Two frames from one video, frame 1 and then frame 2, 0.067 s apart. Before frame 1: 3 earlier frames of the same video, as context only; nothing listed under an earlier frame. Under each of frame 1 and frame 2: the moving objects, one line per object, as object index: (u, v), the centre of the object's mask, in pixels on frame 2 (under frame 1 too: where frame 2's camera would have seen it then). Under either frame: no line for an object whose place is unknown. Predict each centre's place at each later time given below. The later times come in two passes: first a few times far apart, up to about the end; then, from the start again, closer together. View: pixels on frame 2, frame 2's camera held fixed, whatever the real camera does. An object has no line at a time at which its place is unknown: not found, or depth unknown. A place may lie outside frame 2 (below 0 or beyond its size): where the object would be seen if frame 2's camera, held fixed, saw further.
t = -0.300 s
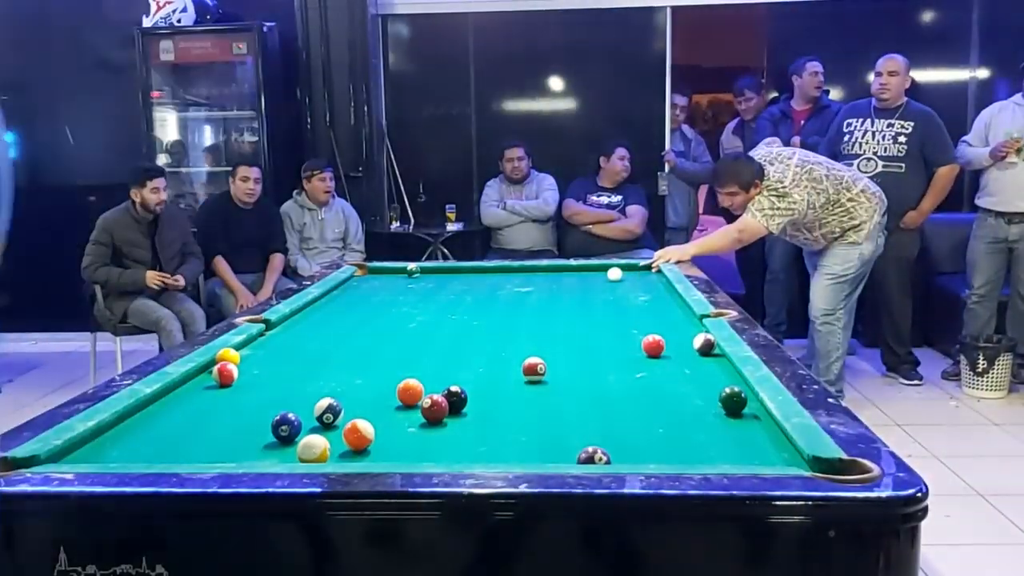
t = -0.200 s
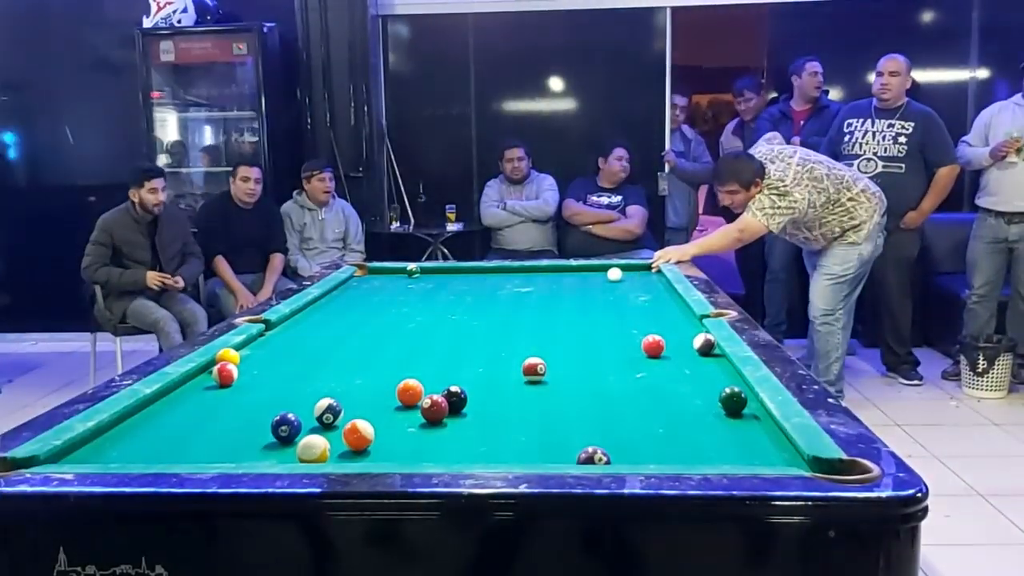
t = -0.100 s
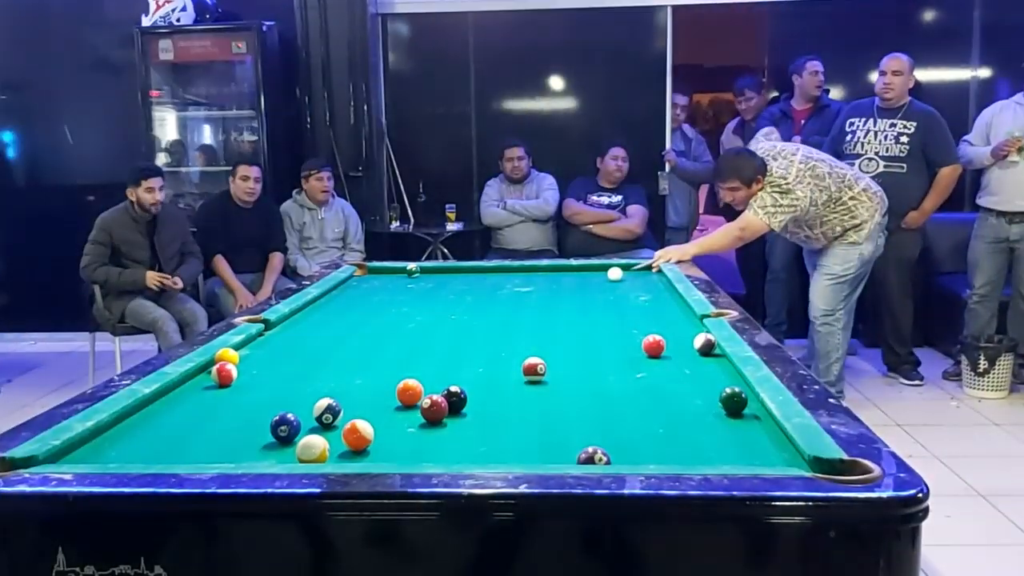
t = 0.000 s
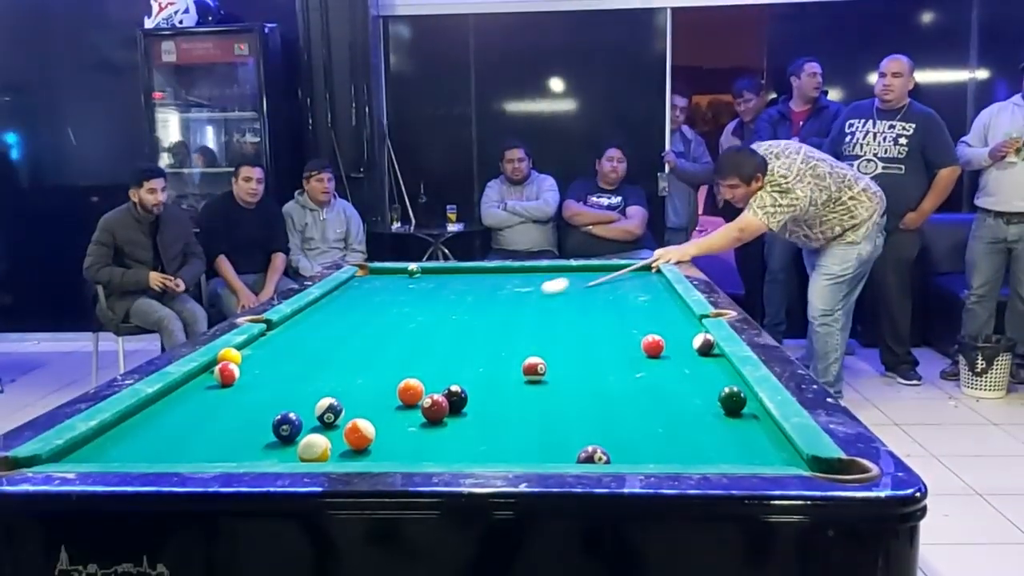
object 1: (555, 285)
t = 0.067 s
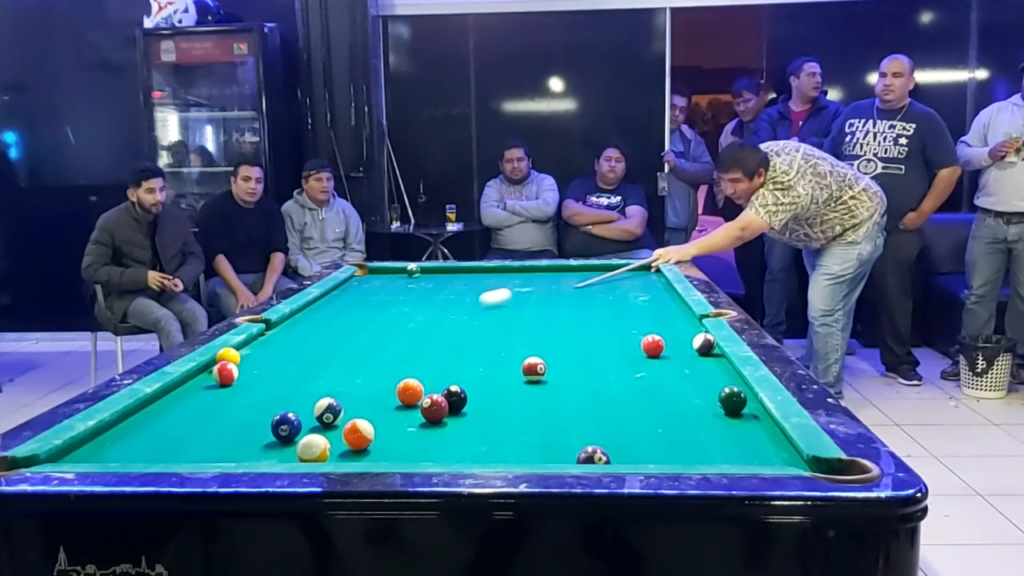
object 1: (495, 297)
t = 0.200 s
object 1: (353, 326)
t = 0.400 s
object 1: (298, 343)
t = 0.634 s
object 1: (419, 328)
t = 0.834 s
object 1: (507, 315)
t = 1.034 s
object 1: (584, 305)
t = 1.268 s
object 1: (663, 294)
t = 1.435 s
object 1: (637, 290)
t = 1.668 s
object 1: (592, 286)
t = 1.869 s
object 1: (557, 282)
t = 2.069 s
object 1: (526, 280)
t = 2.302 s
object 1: (493, 277)
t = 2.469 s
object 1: (471, 274)
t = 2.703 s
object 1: (443, 272)
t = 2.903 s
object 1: (426, 270)
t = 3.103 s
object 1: (421, 270)
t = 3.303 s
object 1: (415, 271)
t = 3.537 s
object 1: (408, 273)
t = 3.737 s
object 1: (405, 274)
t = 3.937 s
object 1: (401, 275)
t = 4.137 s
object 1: (398, 276)
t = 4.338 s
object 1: (397, 276)
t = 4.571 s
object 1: (395, 277)
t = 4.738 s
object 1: (394, 277)
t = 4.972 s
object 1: (395, 277)
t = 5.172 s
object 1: (394, 277)
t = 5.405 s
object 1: (394, 277)
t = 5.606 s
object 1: (394, 277)
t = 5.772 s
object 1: (395, 276)
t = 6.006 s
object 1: (394, 277)
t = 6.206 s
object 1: (395, 277)
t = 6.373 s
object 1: (394, 277)
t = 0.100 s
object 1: (463, 304)
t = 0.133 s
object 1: (429, 310)
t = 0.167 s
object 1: (392, 320)
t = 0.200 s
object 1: (353, 326)
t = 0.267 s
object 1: (265, 346)
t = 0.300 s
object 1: (238, 350)
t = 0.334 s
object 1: (257, 347)
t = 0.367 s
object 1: (279, 346)
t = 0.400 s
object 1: (298, 343)
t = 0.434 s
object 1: (317, 341)
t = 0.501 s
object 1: (352, 337)
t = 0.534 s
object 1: (370, 335)
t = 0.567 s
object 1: (387, 332)
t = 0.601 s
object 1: (403, 330)
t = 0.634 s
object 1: (419, 328)
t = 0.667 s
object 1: (435, 325)
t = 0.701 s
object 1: (450, 323)
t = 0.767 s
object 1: (479, 319)
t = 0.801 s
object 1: (493, 317)
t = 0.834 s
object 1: (507, 315)
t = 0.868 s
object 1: (521, 313)
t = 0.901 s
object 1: (534, 311)
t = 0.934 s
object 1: (547, 310)
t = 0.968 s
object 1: (560, 308)
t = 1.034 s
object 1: (584, 305)
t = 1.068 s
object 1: (596, 303)
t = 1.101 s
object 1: (608, 301)
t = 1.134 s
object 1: (619, 300)
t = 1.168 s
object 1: (631, 298)
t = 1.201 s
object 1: (641, 297)
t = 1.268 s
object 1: (663, 294)
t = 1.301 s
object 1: (668, 293)
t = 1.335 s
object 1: (660, 292)
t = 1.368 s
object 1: (652, 291)
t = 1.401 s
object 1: (645, 291)
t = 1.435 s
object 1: (637, 290)
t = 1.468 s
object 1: (630, 289)
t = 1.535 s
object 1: (618, 288)
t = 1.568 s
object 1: (611, 288)
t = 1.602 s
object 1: (605, 287)
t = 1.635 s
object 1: (598, 287)
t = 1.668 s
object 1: (592, 286)
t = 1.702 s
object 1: (586, 285)
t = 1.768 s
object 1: (574, 284)
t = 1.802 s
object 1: (568, 284)
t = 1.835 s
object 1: (563, 283)
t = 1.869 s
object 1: (557, 282)
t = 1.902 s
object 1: (552, 282)
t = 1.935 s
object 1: (546, 282)
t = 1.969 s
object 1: (541, 281)
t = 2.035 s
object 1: (531, 280)
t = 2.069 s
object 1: (526, 280)
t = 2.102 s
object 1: (521, 279)
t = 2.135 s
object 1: (516, 279)
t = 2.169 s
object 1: (511, 278)
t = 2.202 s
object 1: (506, 278)
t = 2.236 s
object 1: (501, 278)
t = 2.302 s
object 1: (493, 277)
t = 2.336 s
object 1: (488, 276)
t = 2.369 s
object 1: (484, 276)
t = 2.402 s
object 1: (480, 275)
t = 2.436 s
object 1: (476, 274)
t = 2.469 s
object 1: (471, 274)
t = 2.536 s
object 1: (463, 273)
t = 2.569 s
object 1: (459, 273)
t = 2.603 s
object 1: (455, 273)
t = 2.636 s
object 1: (451, 273)
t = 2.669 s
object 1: (447, 272)
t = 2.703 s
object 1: (443, 272)
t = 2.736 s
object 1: (439, 272)
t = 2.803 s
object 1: (432, 271)
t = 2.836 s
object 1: (428, 271)
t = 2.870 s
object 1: (427, 270)
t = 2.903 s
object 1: (426, 270)
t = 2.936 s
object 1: (425, 269)
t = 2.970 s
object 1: (424, 269)
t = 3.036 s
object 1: (423, 269)
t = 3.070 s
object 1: (422, 269)
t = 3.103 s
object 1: (421, 270)
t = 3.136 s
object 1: (420, 270)
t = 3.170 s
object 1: (419, 270)
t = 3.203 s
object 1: (418, 270)
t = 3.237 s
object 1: (417, 270)
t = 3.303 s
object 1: (415, 271)
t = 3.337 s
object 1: (414, 271)
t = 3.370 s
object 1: (413, 272)
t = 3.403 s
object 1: (413, 272)
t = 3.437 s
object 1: (412, 272)
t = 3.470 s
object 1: (410, 272)
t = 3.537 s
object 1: (408, 273)
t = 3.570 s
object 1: (408, 273)
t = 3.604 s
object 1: (407, 273)
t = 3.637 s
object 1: (407, 273)
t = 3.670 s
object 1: (406, 273)
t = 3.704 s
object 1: (405, 274)
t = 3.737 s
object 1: (405, 274)
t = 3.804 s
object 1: (403, 274)
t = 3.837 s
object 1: (403, 275)
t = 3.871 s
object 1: (402, 274)
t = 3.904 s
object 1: (401, 275)
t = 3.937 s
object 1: (401, 275)
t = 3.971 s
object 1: (400, 275)
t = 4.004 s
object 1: (400, 275)
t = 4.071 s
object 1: (399, 275)
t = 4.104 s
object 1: (399, 276)
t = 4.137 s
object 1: (398, 276)
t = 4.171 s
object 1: (398, 276)
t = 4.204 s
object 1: (398, 276)
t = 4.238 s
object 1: (398, 276)
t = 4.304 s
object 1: (397, 276)
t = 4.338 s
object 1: (397, 276)
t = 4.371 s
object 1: (396, 276)
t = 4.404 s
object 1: (396, 277)
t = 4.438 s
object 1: (396, 277)
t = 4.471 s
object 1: (396, 277)
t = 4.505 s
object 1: (396, 277)
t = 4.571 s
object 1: (395, 277)
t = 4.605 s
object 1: (395, 277)
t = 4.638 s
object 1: (395, 277)
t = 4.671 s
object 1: (395, 277)
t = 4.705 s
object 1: (394, 277)
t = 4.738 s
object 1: (394, 277)
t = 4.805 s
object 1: (395, 277)
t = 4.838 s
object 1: (395, 277)
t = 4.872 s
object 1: (395, 277)
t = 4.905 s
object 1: (395, 277)
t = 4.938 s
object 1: (395, 277)
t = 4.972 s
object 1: (395, 277)
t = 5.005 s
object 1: (395, 277)
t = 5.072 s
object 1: (395, 277)
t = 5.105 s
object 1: (395, 277)
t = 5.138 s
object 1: (394, 277)
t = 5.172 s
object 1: (394, 277)
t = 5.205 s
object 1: (395, 277)
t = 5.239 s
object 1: (394, 277)
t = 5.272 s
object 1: (394, 277)
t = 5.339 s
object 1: (394, 277)
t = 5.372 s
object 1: (394, 277)
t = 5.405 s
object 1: (394, 277)
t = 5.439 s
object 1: (394, 277)
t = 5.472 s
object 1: (394, 277)
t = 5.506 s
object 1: (394, 277)
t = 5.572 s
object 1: (394, 277)
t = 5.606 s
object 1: (394, 277)
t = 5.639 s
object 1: (394, 277)
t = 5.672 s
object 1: (394, 277)
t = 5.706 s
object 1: (394, 277)
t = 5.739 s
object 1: (394, 277)
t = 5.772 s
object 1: (395, 276)
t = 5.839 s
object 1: (394, 277)
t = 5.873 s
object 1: (394, 277)
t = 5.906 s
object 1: (394, 277)
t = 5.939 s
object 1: (394, 277)
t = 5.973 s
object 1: (394, 277)
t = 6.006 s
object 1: (394, 277)
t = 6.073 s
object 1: (395, 277)
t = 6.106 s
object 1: (395, 276)
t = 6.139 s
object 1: (394, 277)
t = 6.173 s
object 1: (394, 276)
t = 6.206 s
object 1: (395, 277)
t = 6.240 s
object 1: (394, 277)
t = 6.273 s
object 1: (394, 277)
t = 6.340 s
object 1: (394, 277)
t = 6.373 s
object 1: (394, 277)
